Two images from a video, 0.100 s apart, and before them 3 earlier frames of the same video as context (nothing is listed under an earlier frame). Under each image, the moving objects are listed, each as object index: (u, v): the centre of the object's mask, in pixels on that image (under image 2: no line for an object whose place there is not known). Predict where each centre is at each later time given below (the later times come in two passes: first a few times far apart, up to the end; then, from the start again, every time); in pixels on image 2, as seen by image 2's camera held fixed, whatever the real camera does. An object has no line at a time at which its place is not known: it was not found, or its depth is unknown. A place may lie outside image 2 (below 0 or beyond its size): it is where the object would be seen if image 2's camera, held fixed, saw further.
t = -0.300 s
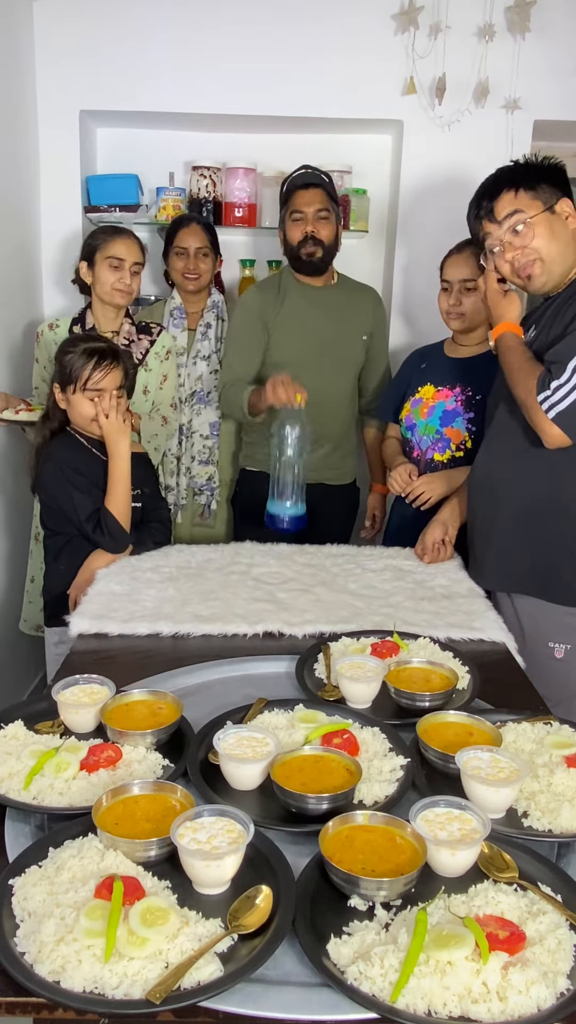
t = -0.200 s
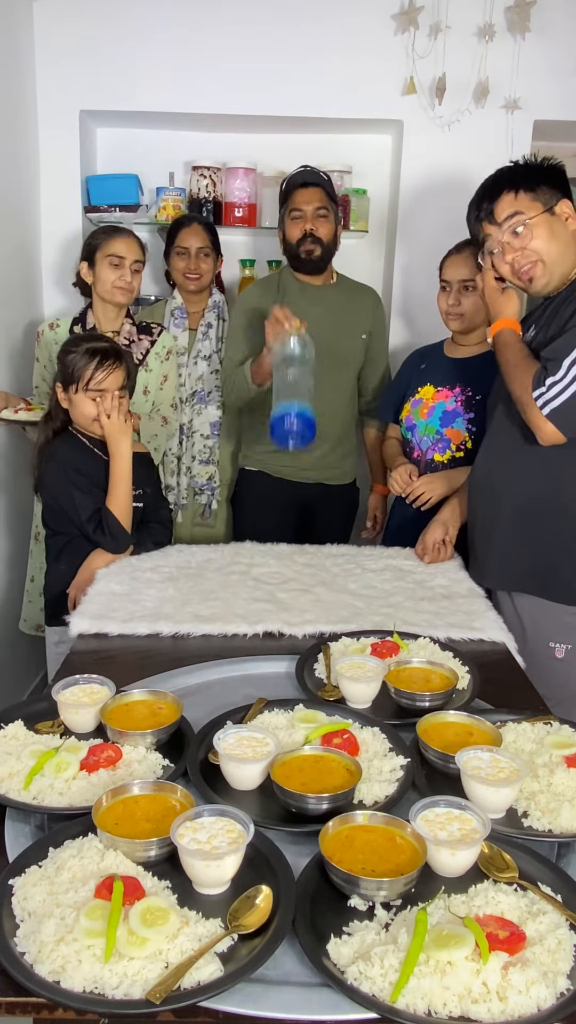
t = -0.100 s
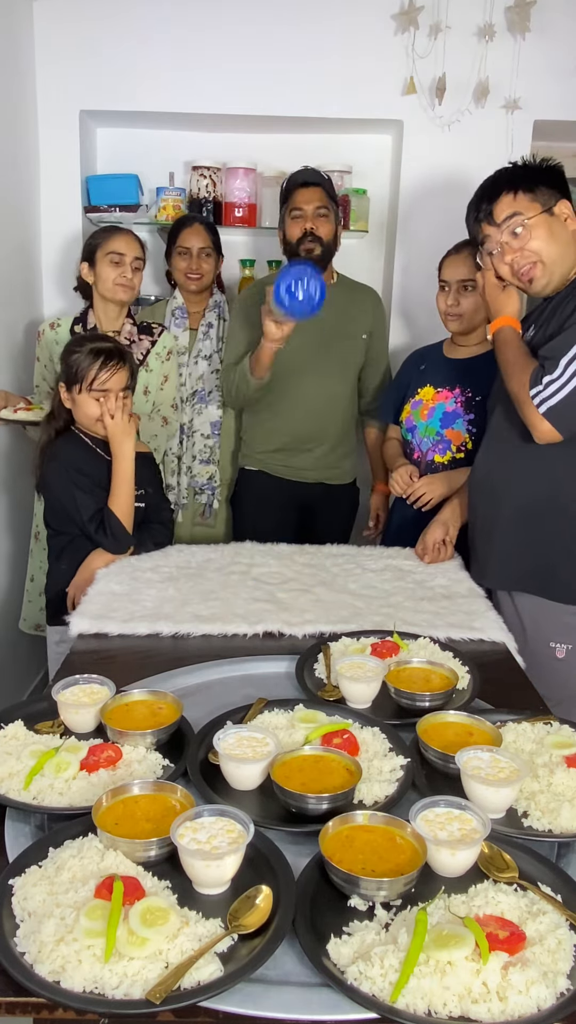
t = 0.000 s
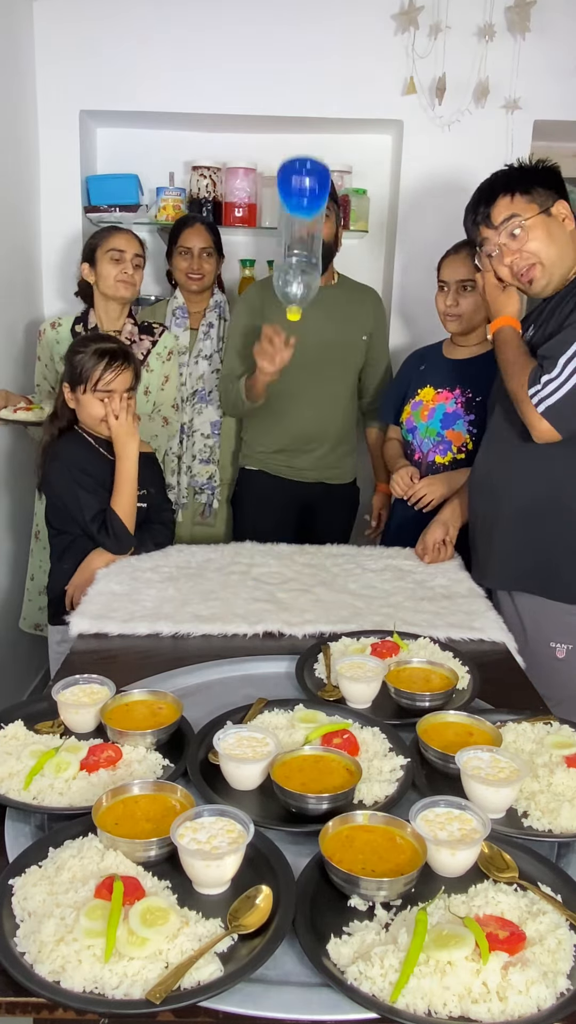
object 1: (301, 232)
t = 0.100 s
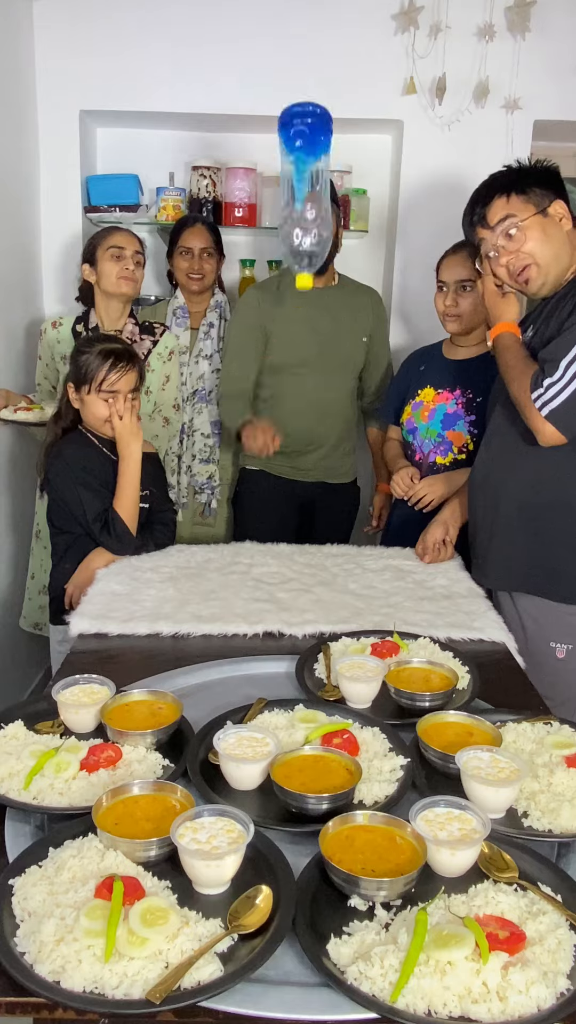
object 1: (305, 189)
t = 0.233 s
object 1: (310, 162)
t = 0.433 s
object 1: (301, 340)
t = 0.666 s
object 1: (293, 522)
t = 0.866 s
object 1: (293, 525)
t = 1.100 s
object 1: (293, 525)
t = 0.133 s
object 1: (307, 179)
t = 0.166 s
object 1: (308, 167)
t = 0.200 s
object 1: (309, 161)
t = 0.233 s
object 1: (310, 162)
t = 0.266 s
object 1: (309, 172)
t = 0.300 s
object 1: (308, 190)
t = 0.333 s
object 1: (307, 214)
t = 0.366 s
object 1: (305, 248)
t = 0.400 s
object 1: (303, 290)
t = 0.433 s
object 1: (301, 340)
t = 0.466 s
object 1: (298, 398)
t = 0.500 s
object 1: (296, 460)
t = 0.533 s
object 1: (293, 520)
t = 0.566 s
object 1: (293, 525)
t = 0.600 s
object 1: (293, 525)
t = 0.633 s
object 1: (293, 524)
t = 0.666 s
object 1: (293, 522)
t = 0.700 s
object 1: (293, 522)
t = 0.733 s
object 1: (293, 525)
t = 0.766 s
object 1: (293, 525)
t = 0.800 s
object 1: (293, 525)
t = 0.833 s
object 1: (293, 525)
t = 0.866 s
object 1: (293, 525)
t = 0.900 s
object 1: (293, 523)
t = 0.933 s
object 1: (293, 525)
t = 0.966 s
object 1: (293, 525)
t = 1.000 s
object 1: (293, 525)
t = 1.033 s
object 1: (293, 525)
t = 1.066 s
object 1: (293, 525)
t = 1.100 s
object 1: (293, 525)
